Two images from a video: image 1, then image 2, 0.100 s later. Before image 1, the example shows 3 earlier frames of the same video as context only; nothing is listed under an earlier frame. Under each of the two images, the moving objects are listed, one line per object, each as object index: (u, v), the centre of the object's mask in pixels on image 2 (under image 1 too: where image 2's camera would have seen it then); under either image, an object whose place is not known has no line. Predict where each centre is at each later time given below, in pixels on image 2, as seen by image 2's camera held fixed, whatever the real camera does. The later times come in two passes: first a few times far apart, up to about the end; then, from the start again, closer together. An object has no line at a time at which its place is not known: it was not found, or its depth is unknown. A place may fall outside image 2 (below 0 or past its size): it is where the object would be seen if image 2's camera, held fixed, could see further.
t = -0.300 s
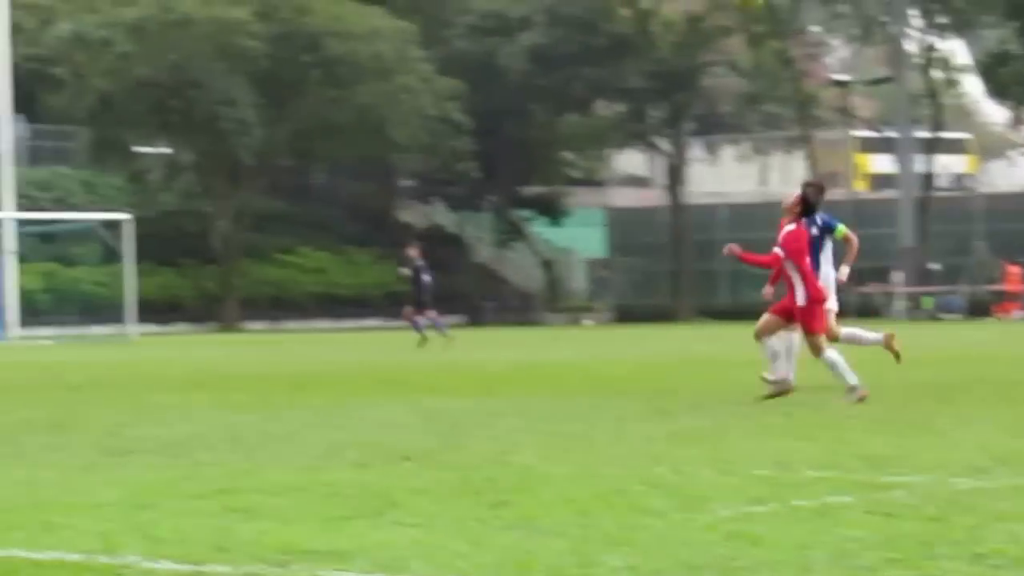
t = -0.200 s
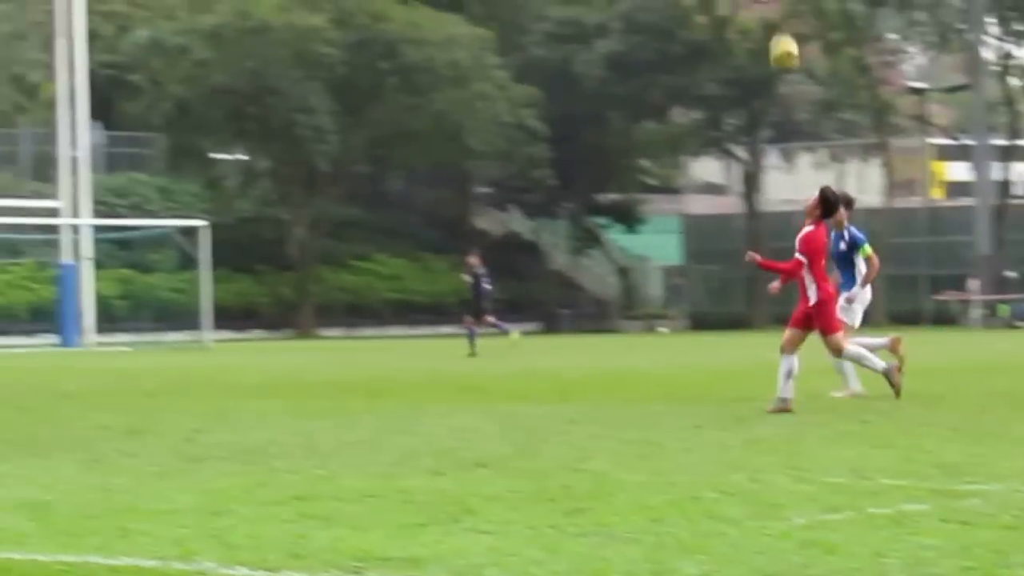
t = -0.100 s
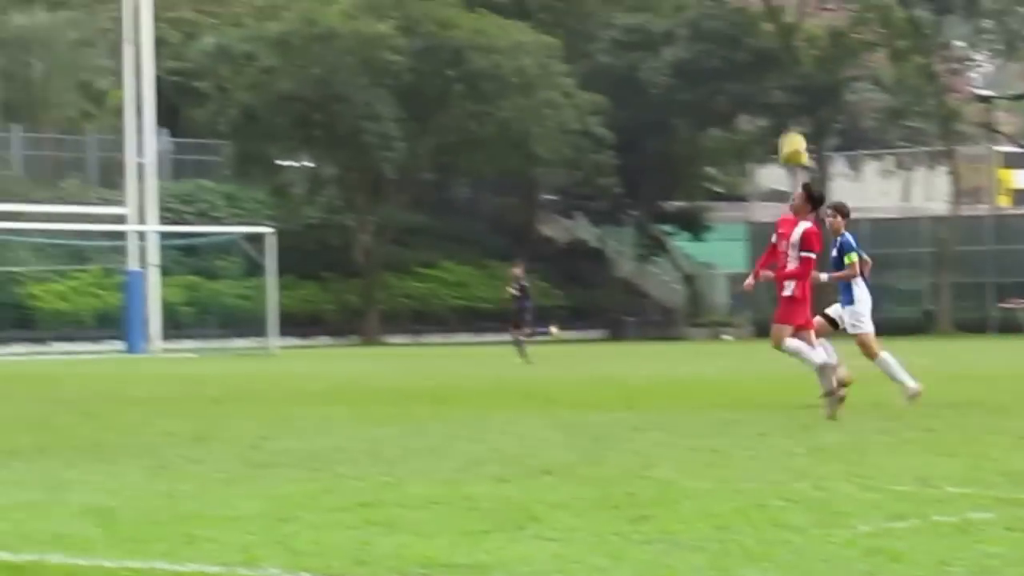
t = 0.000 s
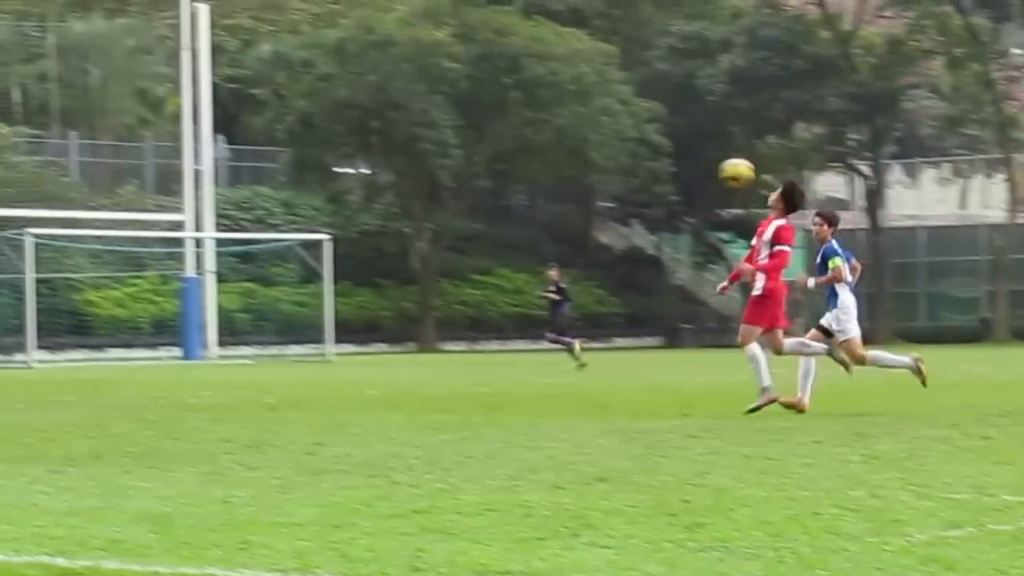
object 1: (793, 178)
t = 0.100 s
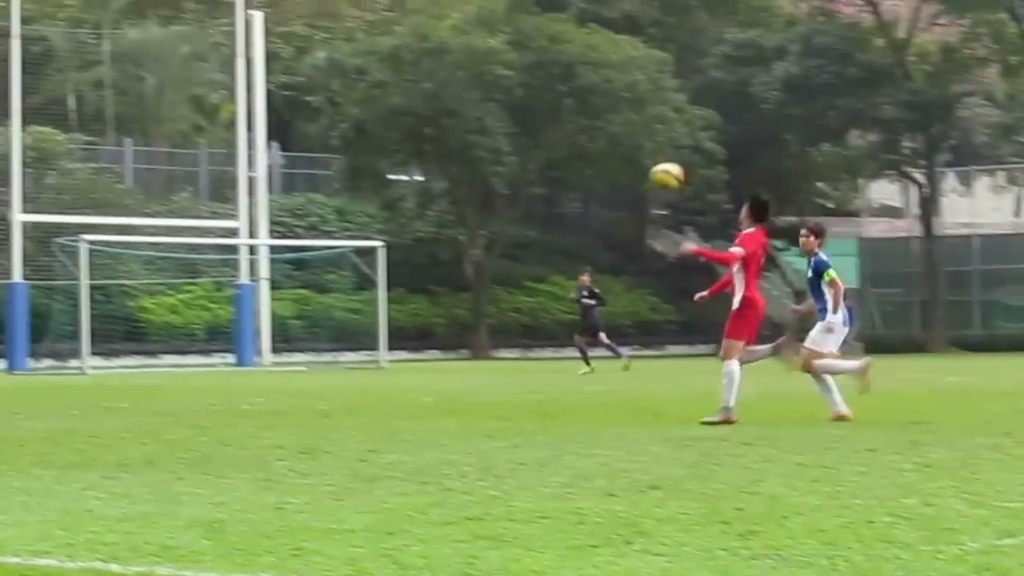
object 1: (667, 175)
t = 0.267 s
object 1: (482, 204)
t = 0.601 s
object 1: (183, 349)
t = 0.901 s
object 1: (-12, 351)
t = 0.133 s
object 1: (627, 178)
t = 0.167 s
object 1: (590, 182)
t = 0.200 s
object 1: (553, 188)
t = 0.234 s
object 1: (517, 195)
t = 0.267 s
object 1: (482, 204)
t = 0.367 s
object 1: (385, 234)
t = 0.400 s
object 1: (354, 248)
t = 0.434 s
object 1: (323, 262)
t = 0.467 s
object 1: (293, 277)
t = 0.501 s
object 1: (265, 294)
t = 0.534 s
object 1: (237, 311)
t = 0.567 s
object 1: (210, 330)
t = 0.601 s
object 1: (183, 349)
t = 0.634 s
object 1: (158, 373)
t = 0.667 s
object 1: (133, 395)
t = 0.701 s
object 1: (110, 411)
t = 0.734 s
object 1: (89, 400)
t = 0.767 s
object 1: (69, 388)
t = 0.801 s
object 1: (48, 377)
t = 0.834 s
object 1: (28, 367)
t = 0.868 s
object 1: (7, 359)
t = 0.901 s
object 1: (-12, 351)
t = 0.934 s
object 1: (-31, 346)
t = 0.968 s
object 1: (-49, 342)
